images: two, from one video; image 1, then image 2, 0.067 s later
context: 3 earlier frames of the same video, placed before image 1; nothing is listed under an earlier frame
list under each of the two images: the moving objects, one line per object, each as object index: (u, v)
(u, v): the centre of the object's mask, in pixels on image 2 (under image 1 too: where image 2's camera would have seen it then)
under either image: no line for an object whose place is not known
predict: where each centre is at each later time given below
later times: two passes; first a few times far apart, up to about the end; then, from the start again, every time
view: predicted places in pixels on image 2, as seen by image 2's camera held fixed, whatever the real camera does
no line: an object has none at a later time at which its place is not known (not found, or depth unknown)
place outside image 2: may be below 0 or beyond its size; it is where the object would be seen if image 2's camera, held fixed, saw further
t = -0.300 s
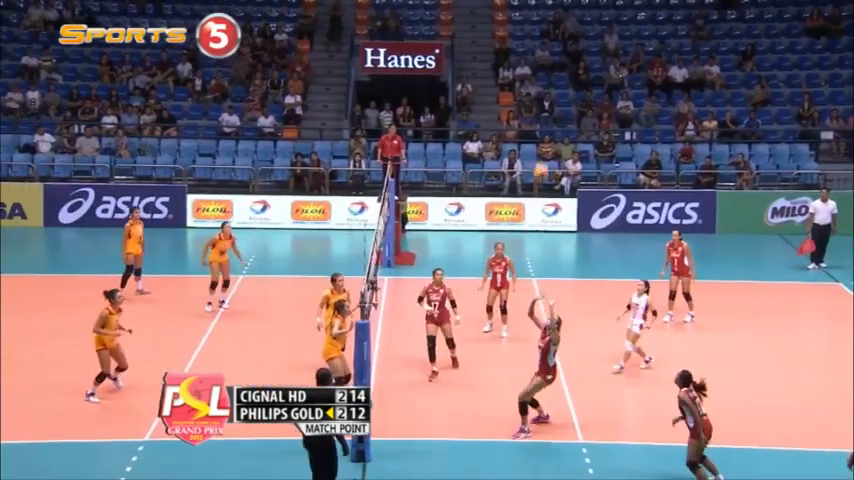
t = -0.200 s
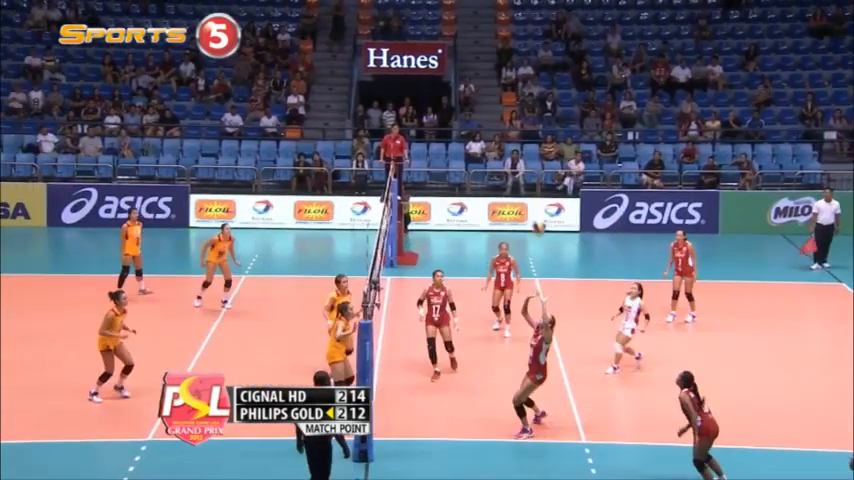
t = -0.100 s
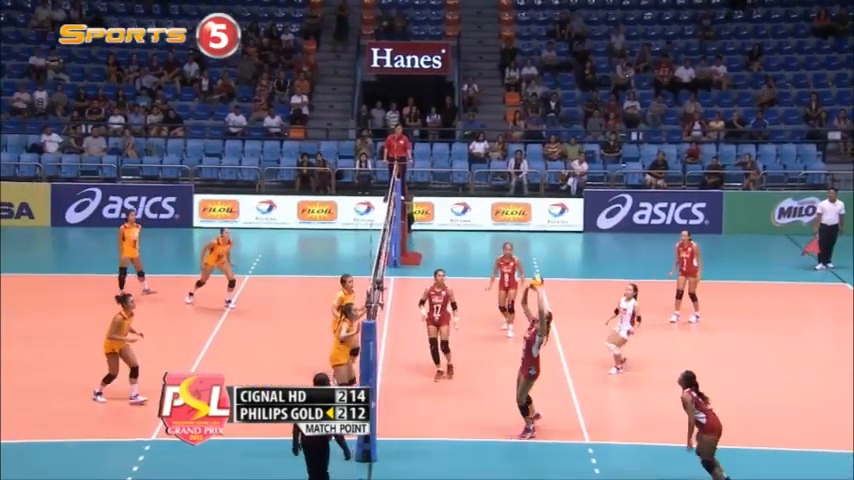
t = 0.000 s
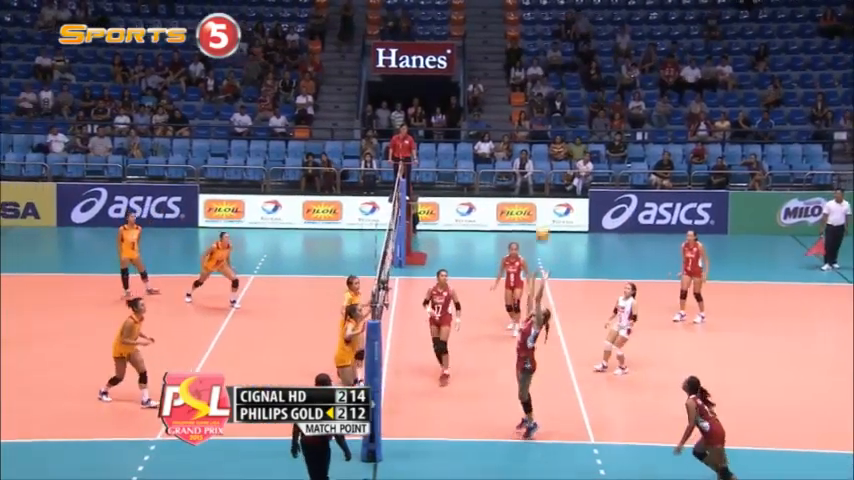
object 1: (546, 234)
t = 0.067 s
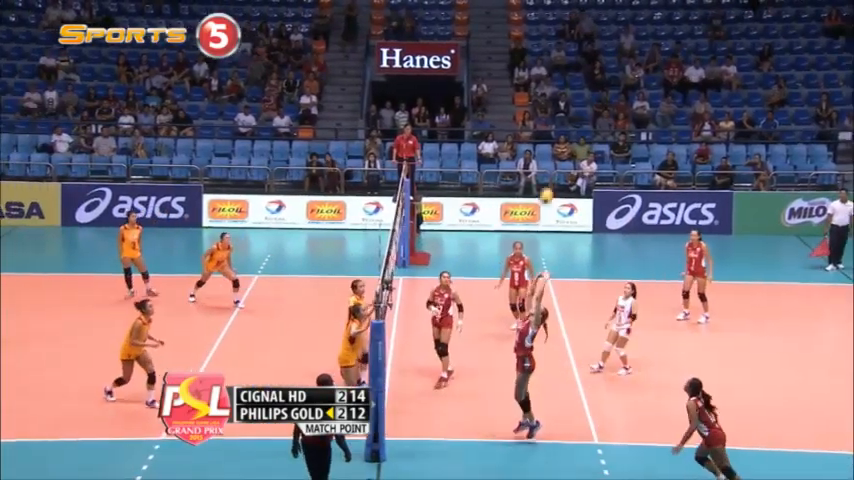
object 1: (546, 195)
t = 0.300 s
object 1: (544, 96)
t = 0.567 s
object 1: (544, 33)
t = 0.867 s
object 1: (542, 25)
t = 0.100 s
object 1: (546, 180)
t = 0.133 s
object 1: (546, 163)
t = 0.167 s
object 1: (545, 148)
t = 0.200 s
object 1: (544, 134)
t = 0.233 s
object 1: (545, 120)
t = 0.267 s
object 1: (545, 108)
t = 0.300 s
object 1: (544, 96)
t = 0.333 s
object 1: (545, 84)
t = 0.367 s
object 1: (545, 74)
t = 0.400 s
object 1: (545, 65)
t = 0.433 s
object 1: (545, 56)
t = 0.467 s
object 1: (545, 49)
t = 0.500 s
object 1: (545, 45)
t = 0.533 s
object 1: (544, 38)
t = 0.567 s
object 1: (544, 33)
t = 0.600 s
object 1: (544, 30)
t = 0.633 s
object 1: (544, 26)
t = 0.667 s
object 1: (544, 23)
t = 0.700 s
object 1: (544, 22)
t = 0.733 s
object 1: (543, 21)
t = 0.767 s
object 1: (543, 21)
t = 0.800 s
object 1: (543, 22)
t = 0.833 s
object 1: (543, 23)
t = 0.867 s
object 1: (542, 25)
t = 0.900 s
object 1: (540, 29)
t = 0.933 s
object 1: (540, 32)
